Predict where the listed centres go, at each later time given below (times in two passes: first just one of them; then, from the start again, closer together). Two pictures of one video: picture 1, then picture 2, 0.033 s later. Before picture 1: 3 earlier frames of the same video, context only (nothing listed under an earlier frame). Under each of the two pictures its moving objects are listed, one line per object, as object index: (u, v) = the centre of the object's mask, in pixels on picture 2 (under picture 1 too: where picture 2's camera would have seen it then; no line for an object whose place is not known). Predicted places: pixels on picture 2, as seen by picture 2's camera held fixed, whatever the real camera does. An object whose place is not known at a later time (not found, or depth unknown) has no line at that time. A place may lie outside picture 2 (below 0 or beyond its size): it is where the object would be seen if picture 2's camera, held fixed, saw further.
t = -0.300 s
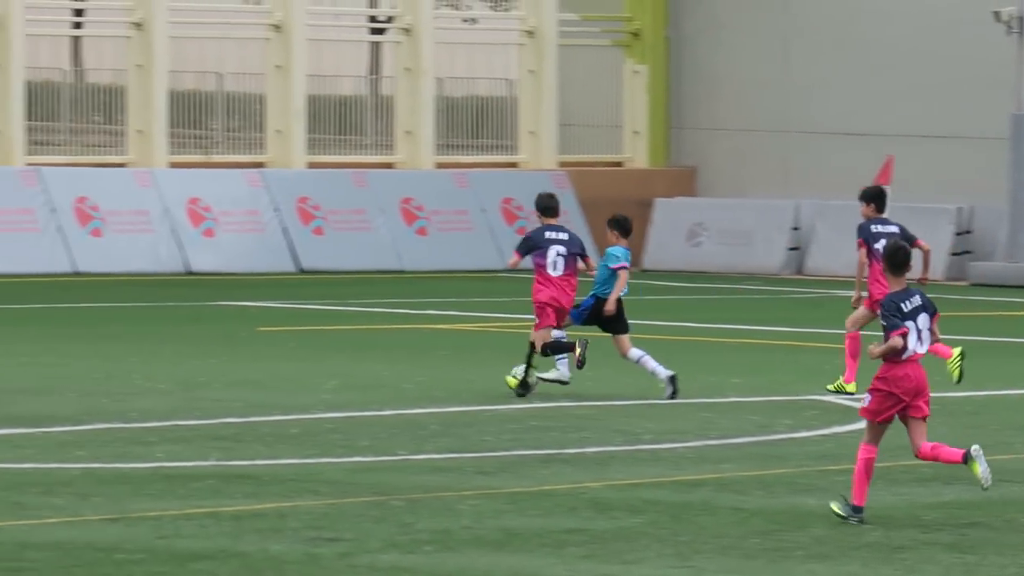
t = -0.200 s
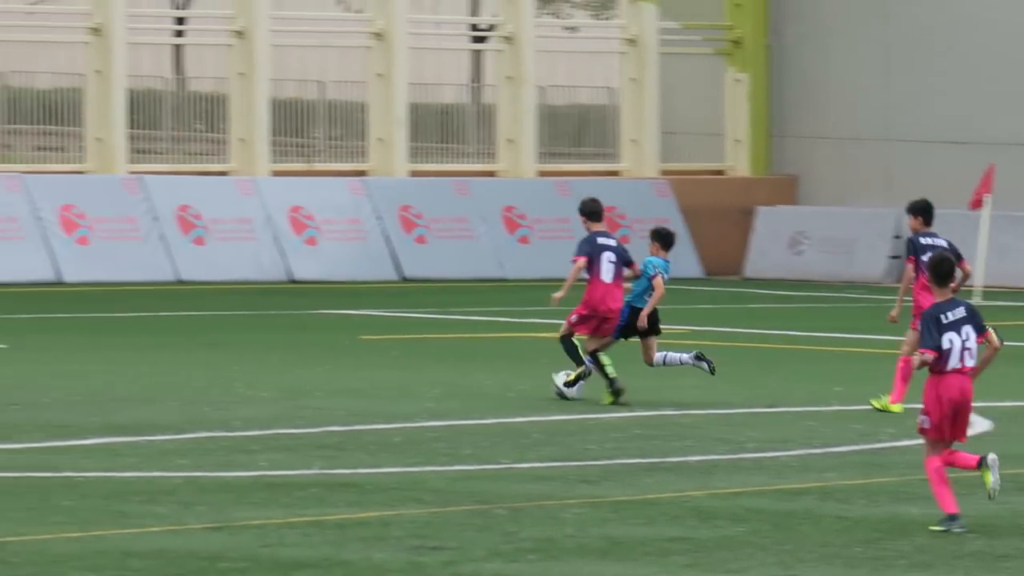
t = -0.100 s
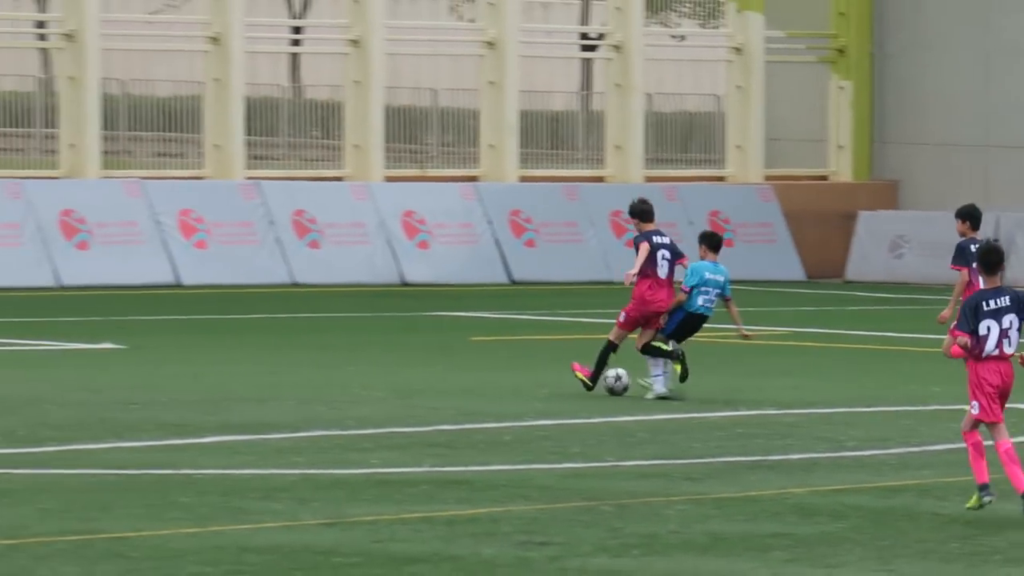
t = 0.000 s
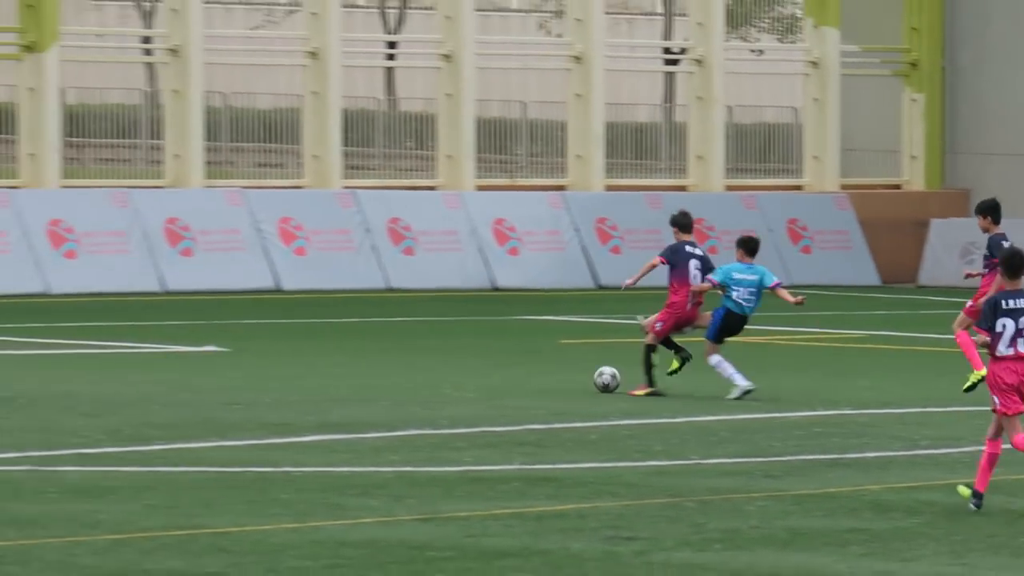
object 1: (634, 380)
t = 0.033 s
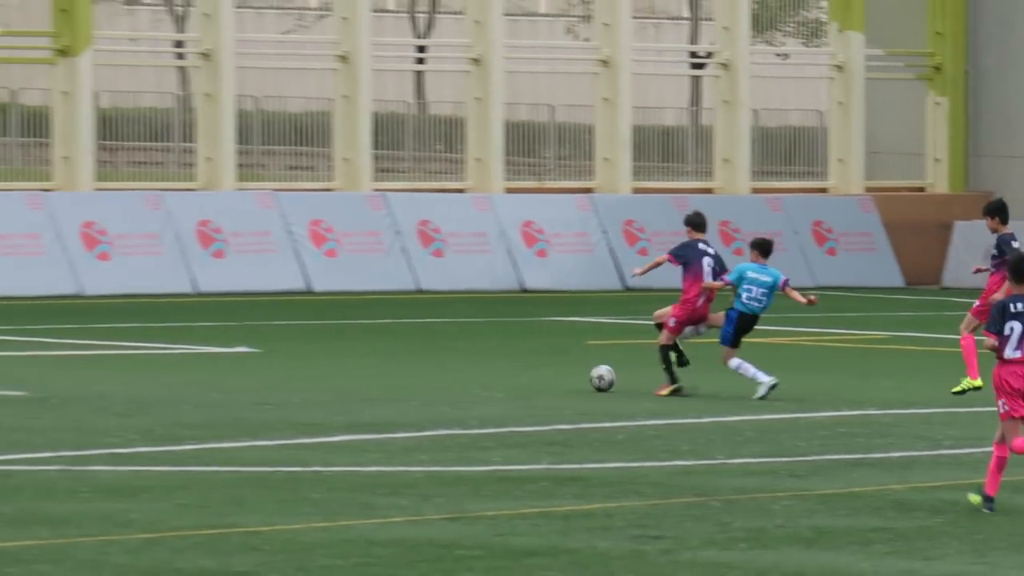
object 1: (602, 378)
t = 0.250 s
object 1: (406, 371)
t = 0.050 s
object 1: (586, 377)
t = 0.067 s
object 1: (571, 376)
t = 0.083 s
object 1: (555, 377)
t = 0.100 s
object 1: (540, 375)
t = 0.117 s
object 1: (525, 375)
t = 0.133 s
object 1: (510, 375)
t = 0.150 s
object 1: (494, 375)
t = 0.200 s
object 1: (450, 373)
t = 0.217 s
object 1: (435, 372)
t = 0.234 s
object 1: (420, 371)
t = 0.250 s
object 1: (406, 371)
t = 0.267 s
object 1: (391, 371)
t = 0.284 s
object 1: (376, 370)
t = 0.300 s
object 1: (362, 368)
